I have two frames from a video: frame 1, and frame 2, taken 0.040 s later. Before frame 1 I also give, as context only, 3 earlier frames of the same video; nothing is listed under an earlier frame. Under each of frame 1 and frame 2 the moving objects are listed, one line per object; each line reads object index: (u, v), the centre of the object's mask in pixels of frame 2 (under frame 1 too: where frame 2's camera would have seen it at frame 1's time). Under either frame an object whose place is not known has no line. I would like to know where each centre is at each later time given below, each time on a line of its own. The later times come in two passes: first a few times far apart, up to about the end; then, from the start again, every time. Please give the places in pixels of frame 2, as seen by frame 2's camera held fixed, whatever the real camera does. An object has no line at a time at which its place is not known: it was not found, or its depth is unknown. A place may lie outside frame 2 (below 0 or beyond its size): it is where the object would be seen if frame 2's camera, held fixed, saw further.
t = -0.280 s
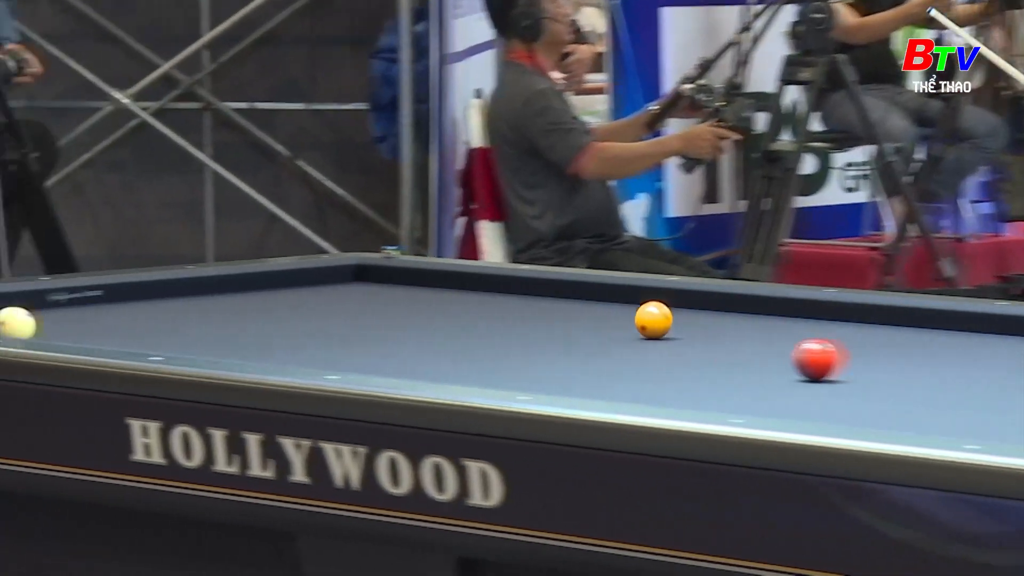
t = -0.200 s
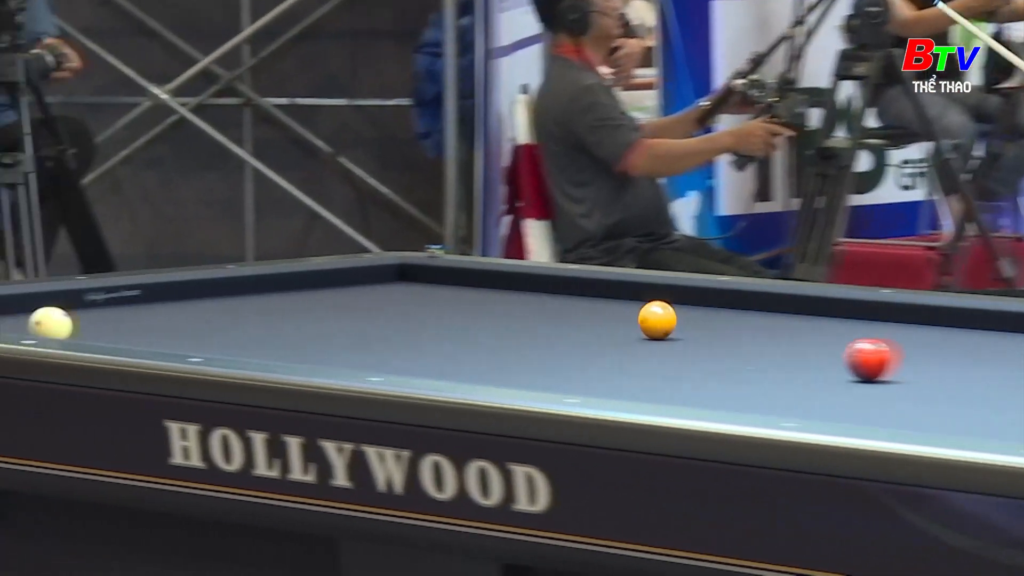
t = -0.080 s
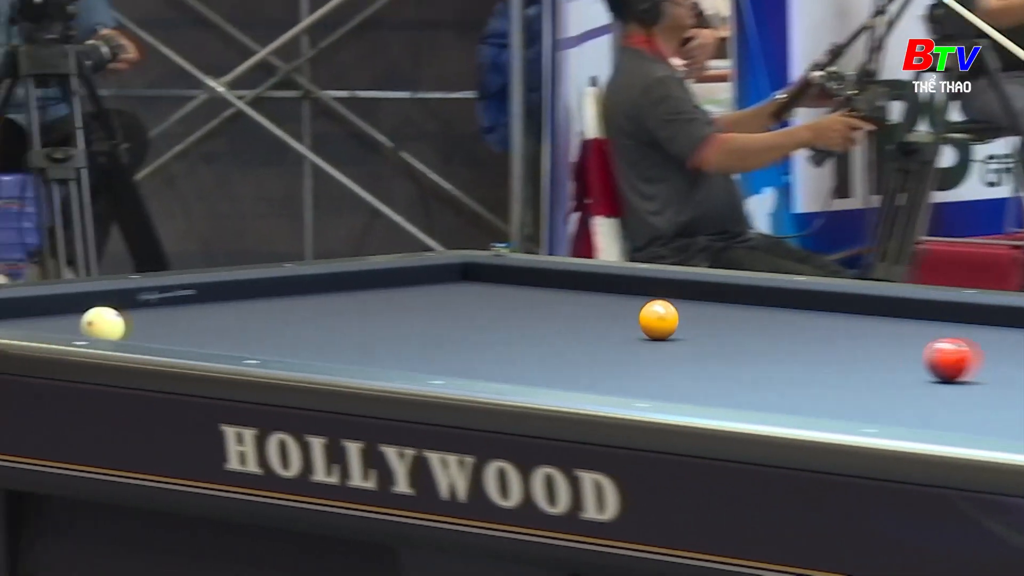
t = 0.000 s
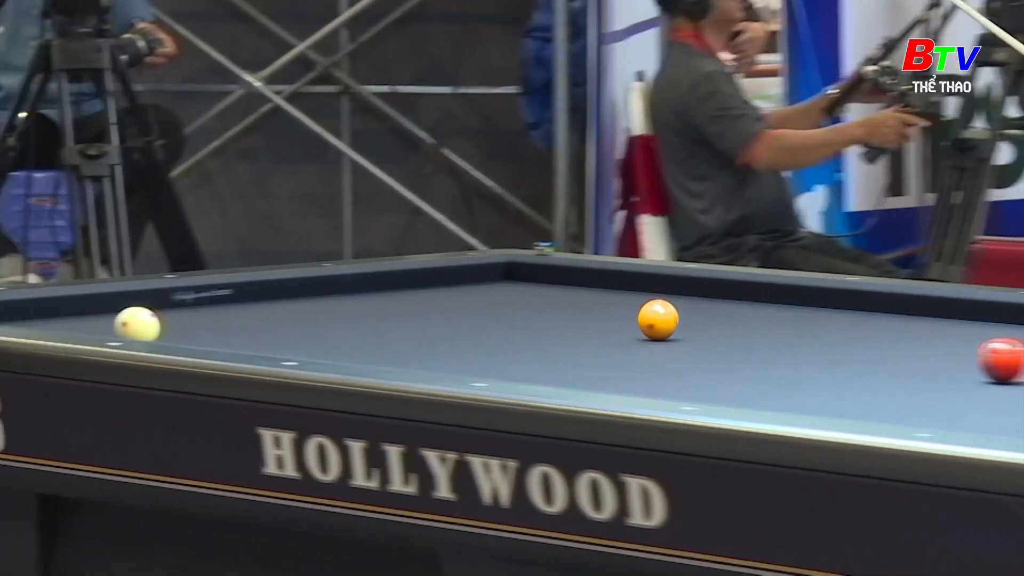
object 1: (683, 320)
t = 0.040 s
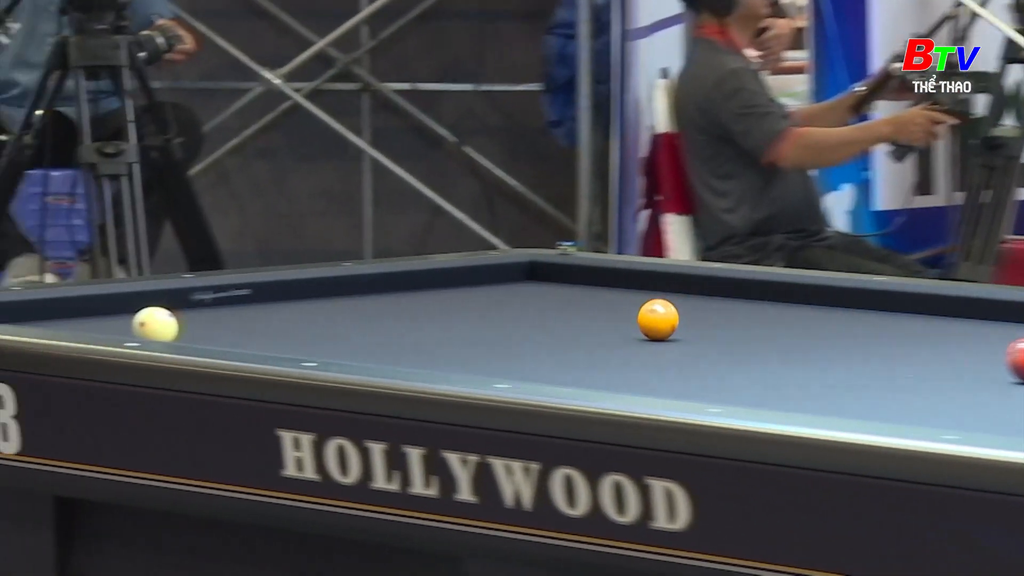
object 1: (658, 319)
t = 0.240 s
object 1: (538, 317)
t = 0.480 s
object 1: (396, 314)
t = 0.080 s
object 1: (634, 319)
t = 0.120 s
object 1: (609, 318)
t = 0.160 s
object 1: (585, 318)
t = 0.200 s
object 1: (561, 317)
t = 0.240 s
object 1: (538, 317)
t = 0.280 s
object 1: (514, 316)
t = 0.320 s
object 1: (490, 315)
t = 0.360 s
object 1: (467, 315)
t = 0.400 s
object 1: (443, 314)
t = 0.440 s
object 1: (420, 314)
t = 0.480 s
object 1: (396, 314)
